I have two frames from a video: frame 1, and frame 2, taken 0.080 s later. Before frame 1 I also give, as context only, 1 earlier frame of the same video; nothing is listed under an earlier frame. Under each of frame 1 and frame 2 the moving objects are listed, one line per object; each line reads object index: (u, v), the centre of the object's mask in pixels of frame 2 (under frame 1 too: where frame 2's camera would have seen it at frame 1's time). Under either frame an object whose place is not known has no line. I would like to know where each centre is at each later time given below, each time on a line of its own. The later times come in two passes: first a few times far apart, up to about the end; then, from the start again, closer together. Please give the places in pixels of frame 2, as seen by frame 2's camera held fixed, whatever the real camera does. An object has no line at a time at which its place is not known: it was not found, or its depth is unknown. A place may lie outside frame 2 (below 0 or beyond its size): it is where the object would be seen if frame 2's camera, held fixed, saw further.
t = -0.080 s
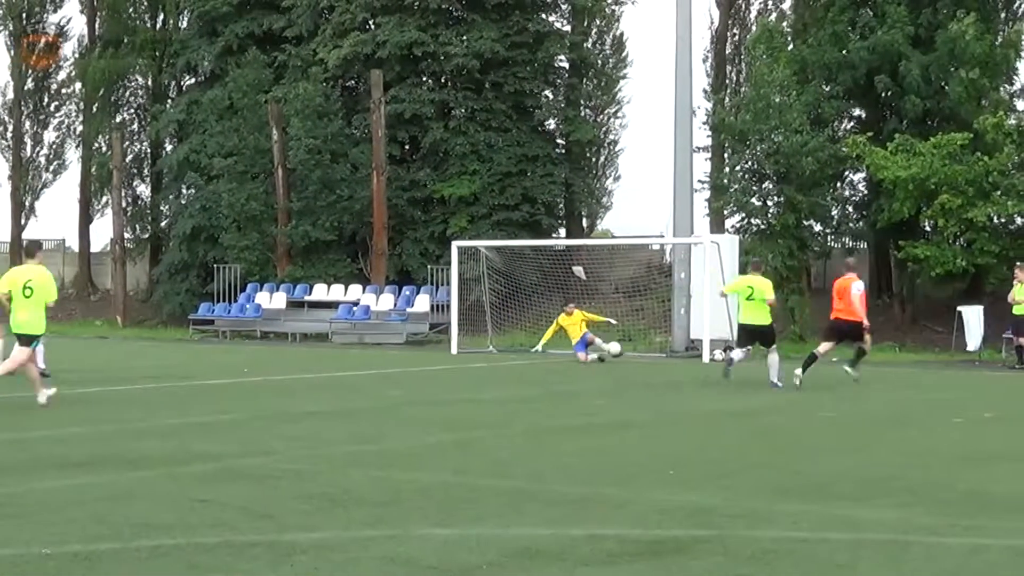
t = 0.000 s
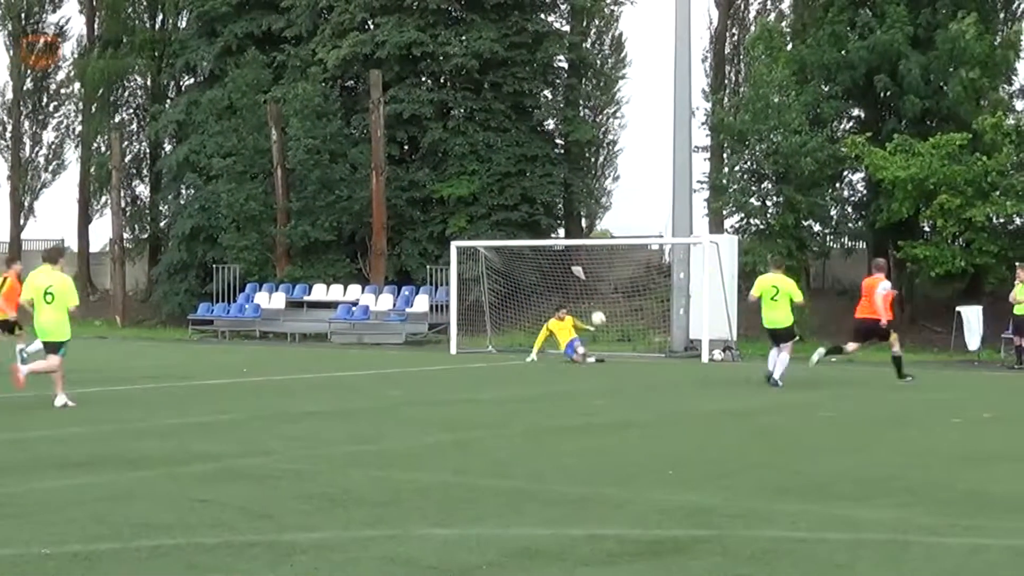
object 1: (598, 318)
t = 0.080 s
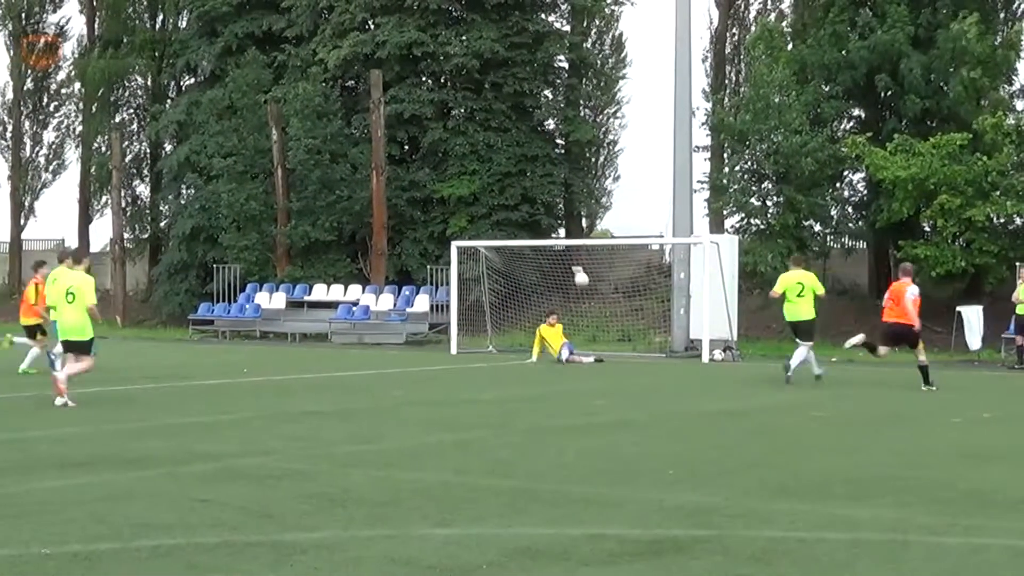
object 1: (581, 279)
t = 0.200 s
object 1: (557, 231)
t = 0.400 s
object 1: (518, 174)
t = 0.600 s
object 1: (481, 144)
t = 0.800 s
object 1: (448, 141)
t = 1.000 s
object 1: (416, 160)
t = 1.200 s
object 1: (387, 199)
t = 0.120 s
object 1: (573, 261)
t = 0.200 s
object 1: (557, 231)
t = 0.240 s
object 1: (548, 217)
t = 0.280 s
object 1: (541, 205)
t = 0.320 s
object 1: (533, 193)
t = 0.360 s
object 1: (525, 182)
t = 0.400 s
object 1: (518, 174)
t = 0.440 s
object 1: (510, 166)
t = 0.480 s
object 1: (503, 159)
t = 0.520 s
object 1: (496, 153)
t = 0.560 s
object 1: (488, 148)
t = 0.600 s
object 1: (481, 144)
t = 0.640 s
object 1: (475, 142)
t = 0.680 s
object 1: (467, 140)
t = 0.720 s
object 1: (461, 139)
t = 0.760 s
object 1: (454, 139)
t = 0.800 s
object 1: (448, 141)
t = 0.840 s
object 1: (441, 143)
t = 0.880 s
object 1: (435, 146)
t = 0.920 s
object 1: (429, 150)
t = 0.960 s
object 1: (422, 155)
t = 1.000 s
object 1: (416, 160)
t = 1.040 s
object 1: (410, 166)
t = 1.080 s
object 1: (404, 174)
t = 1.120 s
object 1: (398, 181)
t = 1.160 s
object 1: (392, 190)
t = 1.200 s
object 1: (387, 199)
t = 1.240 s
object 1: (381, 210)
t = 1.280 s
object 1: (375, 220)
